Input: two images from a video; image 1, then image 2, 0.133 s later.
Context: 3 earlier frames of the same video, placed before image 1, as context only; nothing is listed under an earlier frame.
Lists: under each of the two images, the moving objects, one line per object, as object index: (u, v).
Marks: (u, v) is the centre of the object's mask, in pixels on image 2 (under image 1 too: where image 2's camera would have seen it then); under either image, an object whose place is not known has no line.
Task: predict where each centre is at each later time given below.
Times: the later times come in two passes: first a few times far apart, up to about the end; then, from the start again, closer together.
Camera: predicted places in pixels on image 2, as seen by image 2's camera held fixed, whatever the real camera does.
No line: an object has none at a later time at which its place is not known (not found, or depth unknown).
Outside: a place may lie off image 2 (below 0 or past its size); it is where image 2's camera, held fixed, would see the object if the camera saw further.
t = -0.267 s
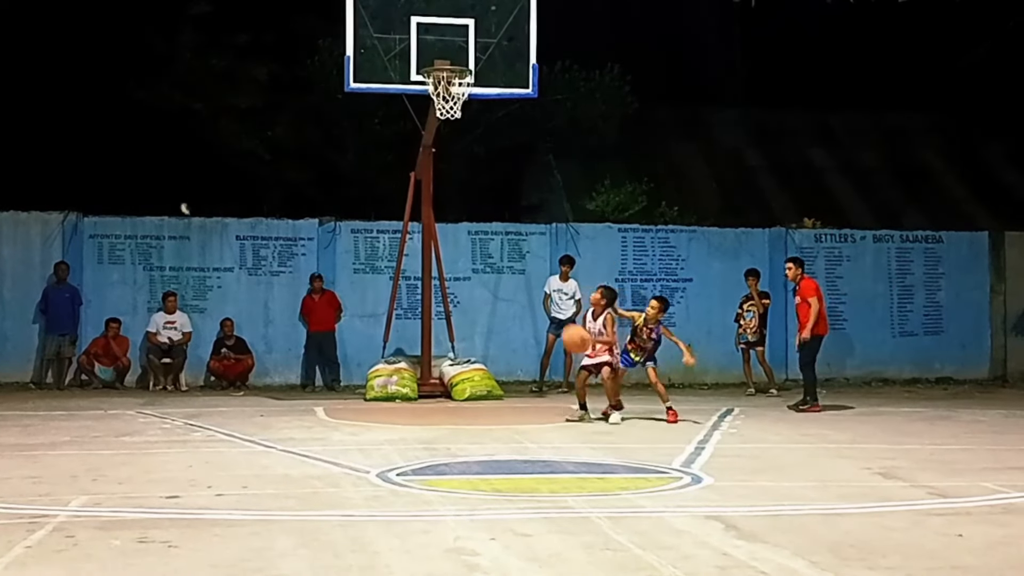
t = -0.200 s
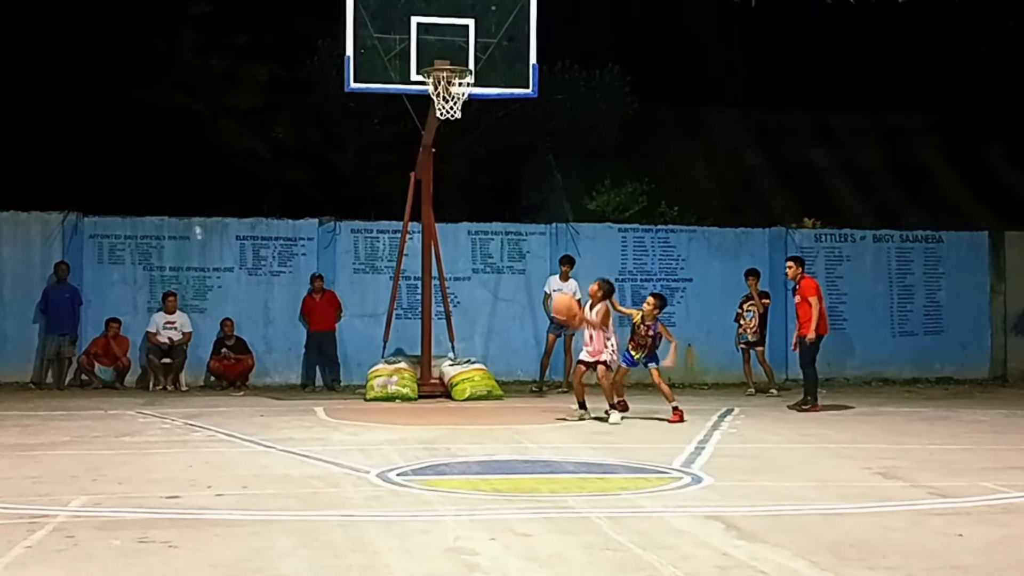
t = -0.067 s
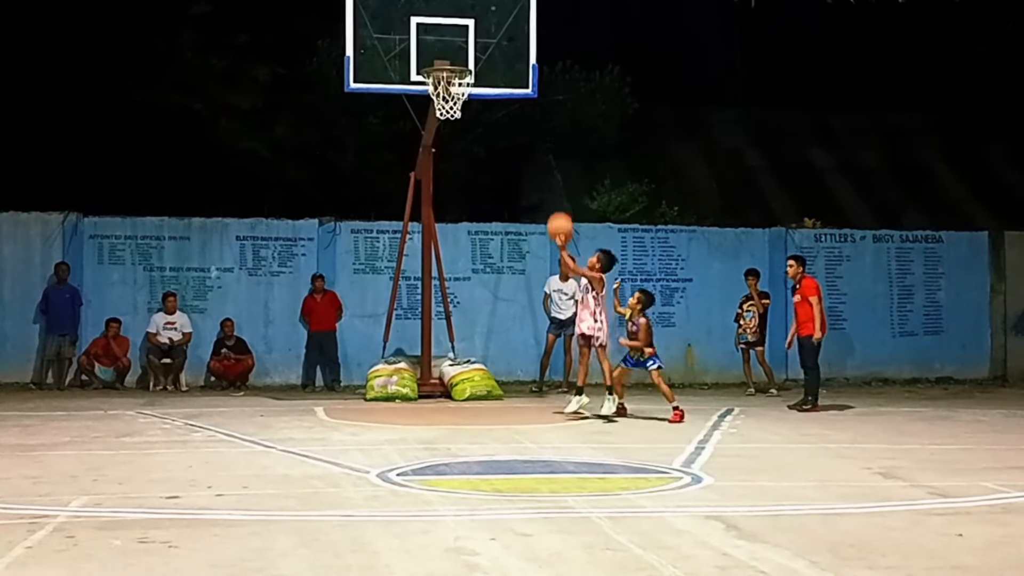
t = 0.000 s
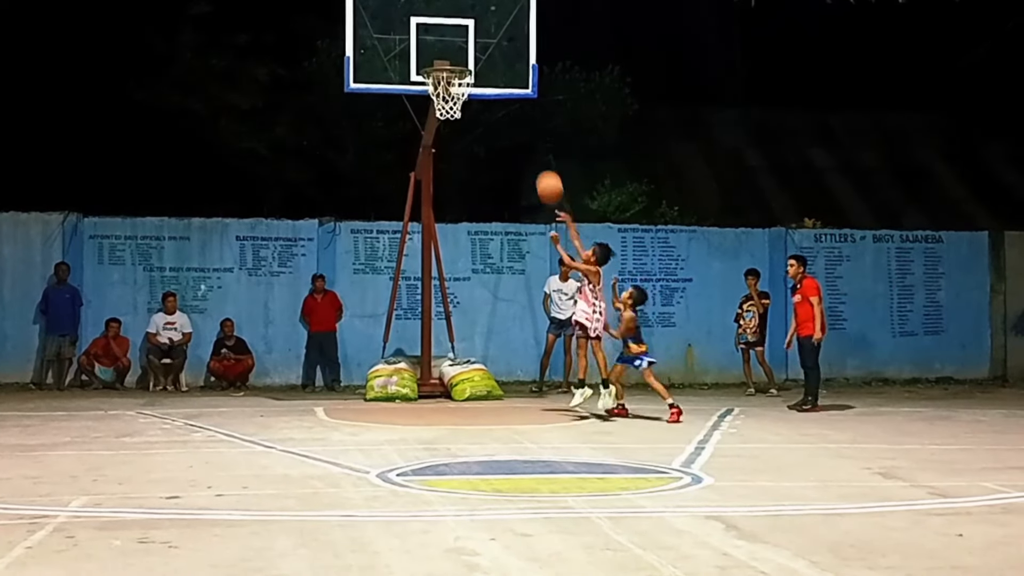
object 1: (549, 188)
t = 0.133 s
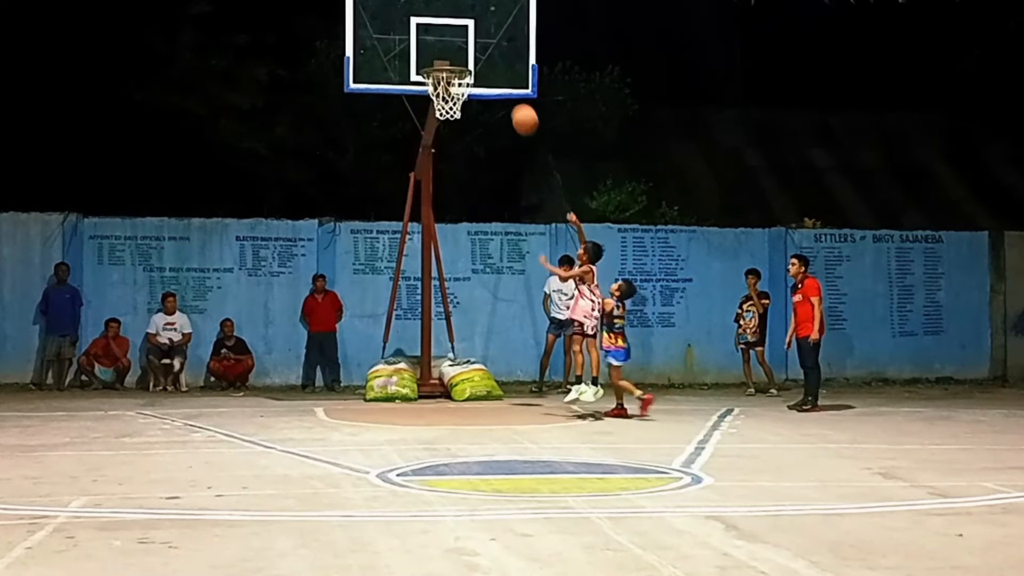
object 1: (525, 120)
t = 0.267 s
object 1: (501, 72)
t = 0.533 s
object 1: (459, 30)
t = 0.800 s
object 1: (427, 58)
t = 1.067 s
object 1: (391, 171)
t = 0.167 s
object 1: (519, 107)
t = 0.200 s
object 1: (513, 93)
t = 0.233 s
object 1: (506, 80)
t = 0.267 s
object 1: (501, 72)
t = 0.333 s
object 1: (488, 54)
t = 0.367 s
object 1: (484, 48)
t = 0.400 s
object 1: (476, 43)
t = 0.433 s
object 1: (471, 38)
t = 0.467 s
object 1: (467, 35)
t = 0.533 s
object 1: (459, 30)
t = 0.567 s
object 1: (456, 30)
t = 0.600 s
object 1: (452, 31)
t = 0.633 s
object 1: (448, 33)
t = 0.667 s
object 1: (443, 37)
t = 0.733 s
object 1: (435, 44)
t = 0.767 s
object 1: (431, 51)
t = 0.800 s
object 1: (427, 58)
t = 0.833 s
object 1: (423, 66)
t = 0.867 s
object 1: (419, 76)
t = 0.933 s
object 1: (409, 105)
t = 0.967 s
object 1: (405, 118)
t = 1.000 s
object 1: (400, 134)
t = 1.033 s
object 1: (396, 152)
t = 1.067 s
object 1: (391, 171)
